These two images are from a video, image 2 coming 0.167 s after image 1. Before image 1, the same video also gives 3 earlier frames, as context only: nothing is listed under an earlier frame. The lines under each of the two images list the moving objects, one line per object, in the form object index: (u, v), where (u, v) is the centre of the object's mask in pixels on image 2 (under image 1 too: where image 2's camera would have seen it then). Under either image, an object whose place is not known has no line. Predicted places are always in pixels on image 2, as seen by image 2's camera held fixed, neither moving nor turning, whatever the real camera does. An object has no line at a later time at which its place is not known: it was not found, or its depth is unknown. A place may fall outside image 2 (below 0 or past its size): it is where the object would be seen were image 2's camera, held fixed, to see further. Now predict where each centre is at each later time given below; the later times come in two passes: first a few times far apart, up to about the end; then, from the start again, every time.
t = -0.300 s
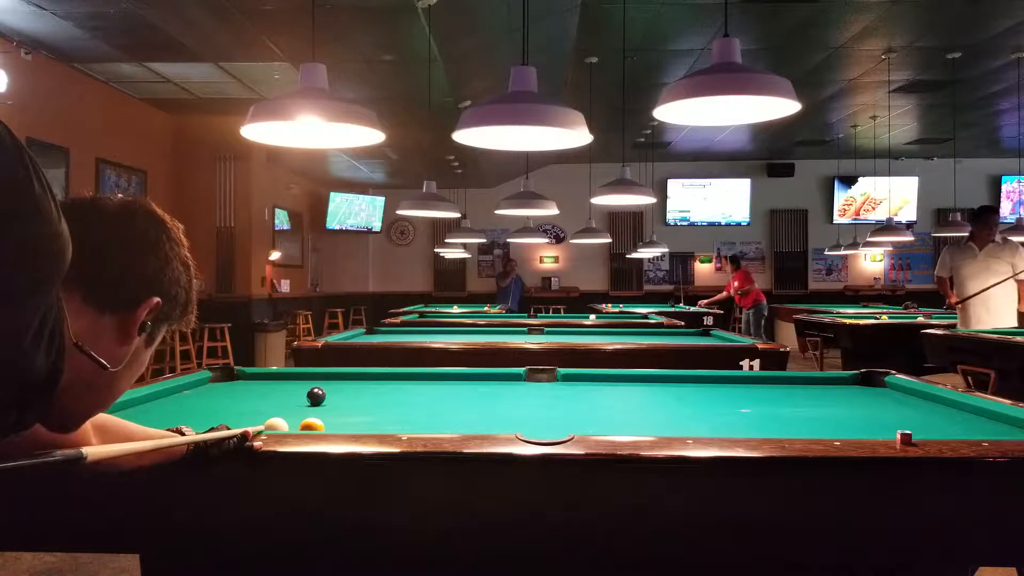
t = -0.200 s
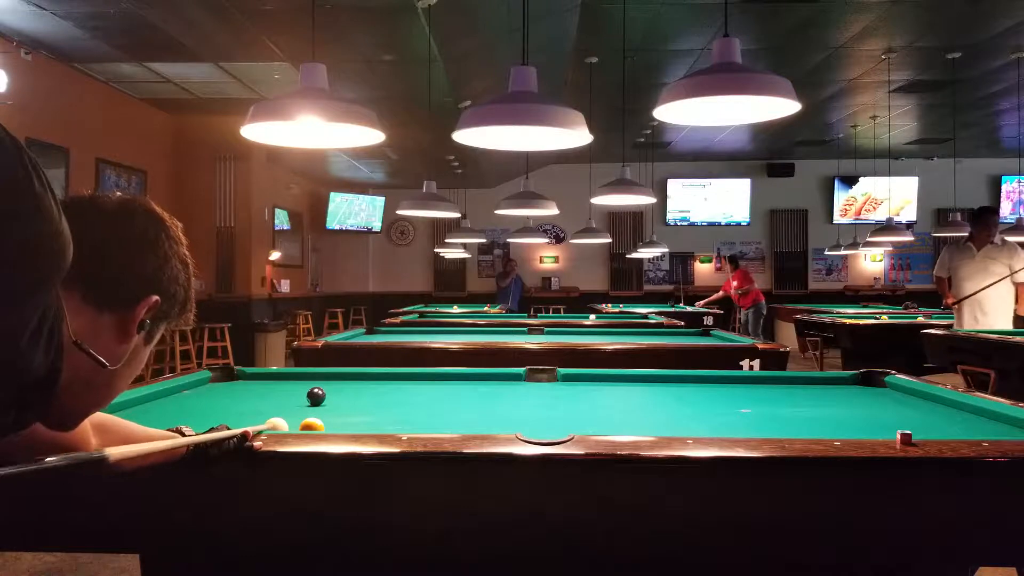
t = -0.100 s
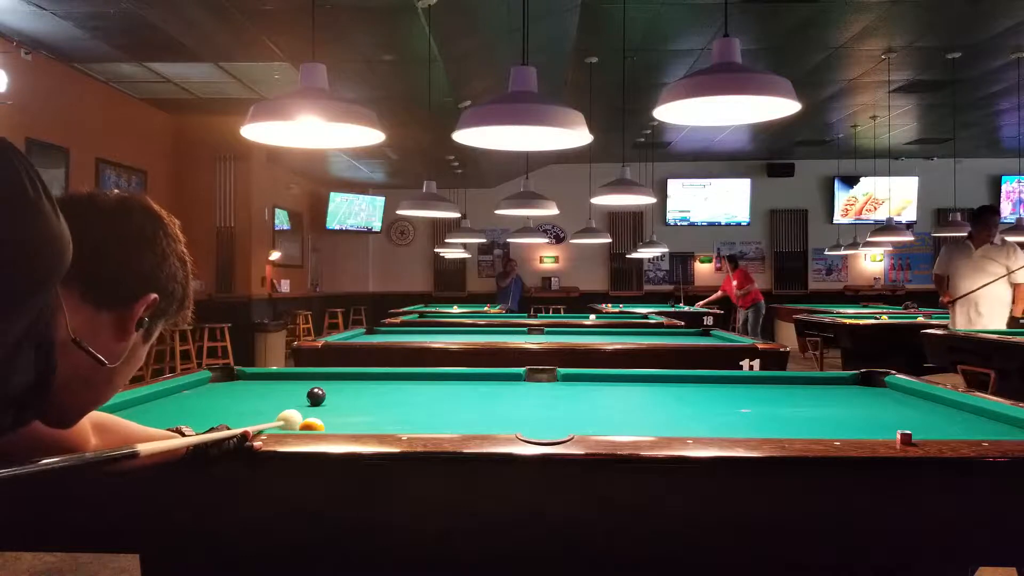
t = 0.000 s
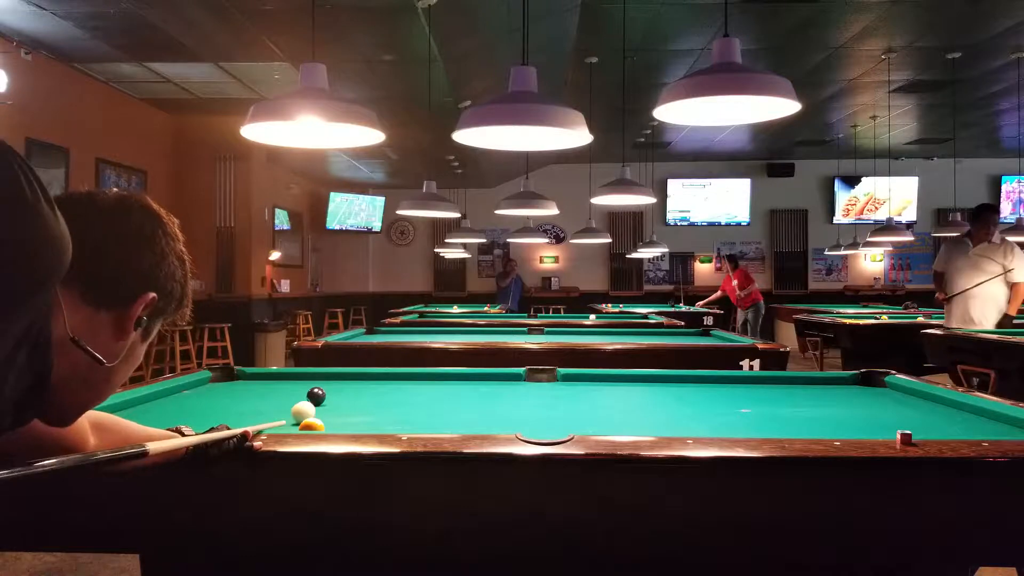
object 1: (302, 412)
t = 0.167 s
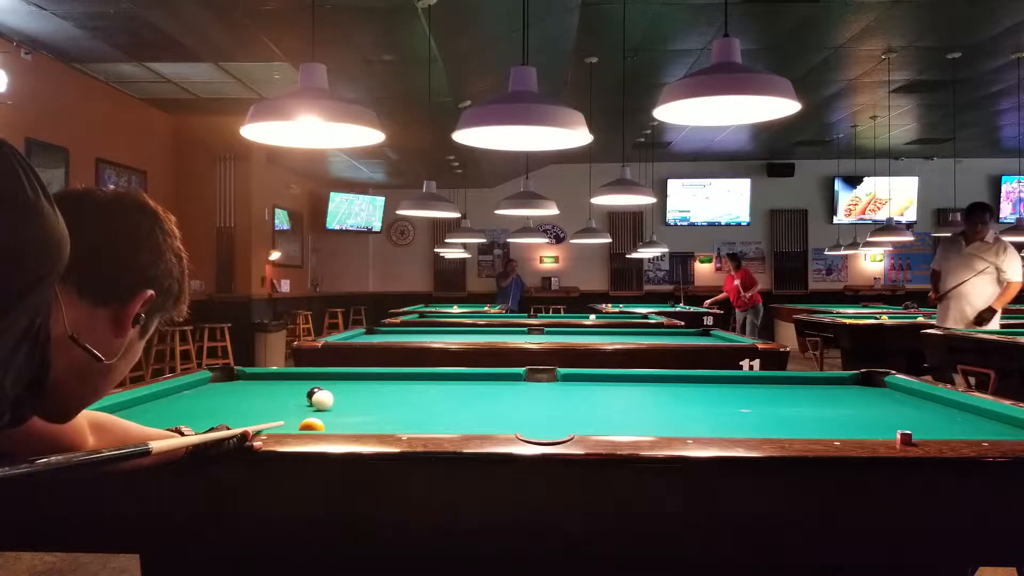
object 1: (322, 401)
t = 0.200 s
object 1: (326, 399)
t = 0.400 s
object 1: (366, 392)
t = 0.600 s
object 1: (400, 386)
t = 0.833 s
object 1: (434, 379)
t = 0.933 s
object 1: (447, 377)
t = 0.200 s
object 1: (326, 399)
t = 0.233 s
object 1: (334, 397)
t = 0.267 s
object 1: (341, 396)
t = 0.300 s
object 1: (347, 395)
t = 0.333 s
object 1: (354, 394)
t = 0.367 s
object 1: (360, 393)
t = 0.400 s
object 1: (366, 392)
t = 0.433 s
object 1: (372, 390)
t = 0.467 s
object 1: (378, 389)
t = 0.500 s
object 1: (384, 388)
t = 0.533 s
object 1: (389, 387)
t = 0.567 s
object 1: (395, 386)
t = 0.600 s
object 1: (400, 386)
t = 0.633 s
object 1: (405, 384)
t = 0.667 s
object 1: (410, 384)
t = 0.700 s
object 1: (415, 383)
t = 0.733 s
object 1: (420, 382)
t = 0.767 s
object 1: (425, 381)
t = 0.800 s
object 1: (429, 380)
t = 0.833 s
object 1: (434, 379)
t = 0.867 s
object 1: (438, 379)
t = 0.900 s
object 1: (443, 378)
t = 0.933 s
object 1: (447, 377)
